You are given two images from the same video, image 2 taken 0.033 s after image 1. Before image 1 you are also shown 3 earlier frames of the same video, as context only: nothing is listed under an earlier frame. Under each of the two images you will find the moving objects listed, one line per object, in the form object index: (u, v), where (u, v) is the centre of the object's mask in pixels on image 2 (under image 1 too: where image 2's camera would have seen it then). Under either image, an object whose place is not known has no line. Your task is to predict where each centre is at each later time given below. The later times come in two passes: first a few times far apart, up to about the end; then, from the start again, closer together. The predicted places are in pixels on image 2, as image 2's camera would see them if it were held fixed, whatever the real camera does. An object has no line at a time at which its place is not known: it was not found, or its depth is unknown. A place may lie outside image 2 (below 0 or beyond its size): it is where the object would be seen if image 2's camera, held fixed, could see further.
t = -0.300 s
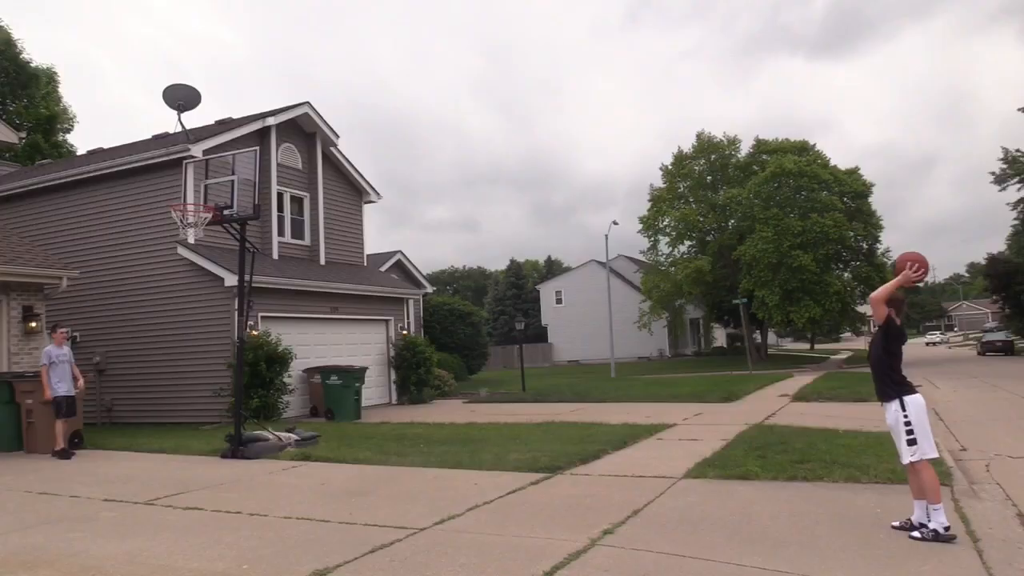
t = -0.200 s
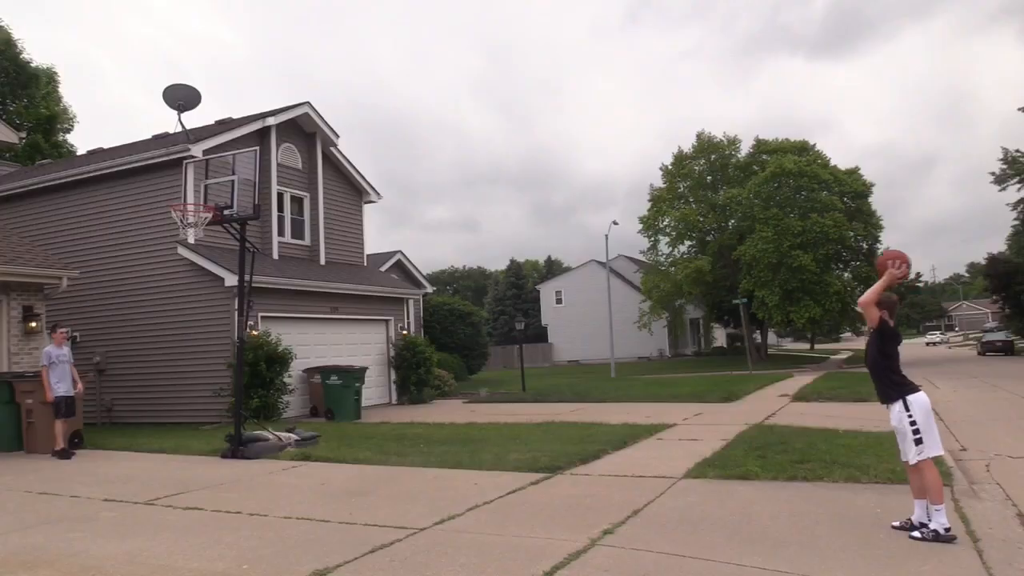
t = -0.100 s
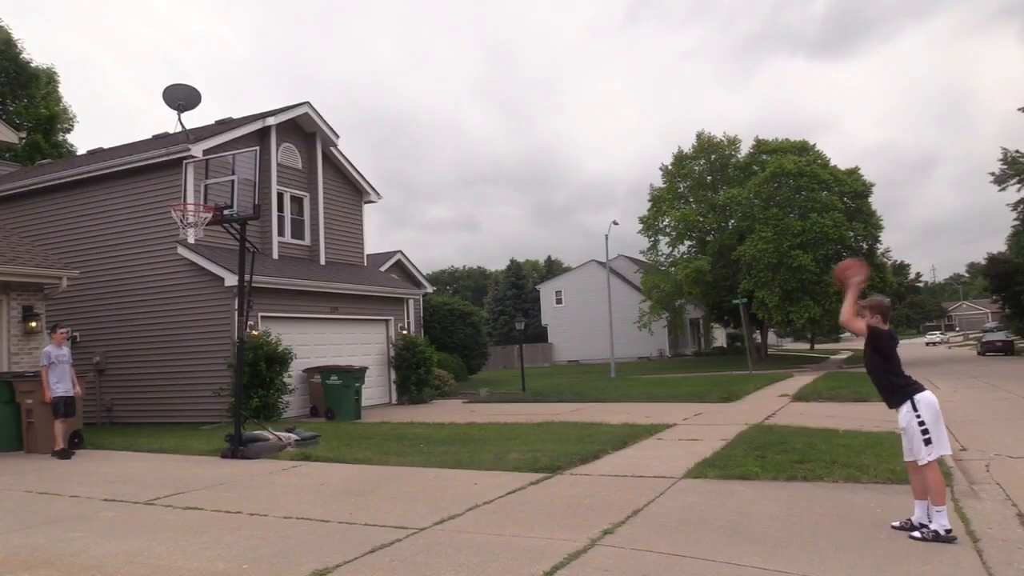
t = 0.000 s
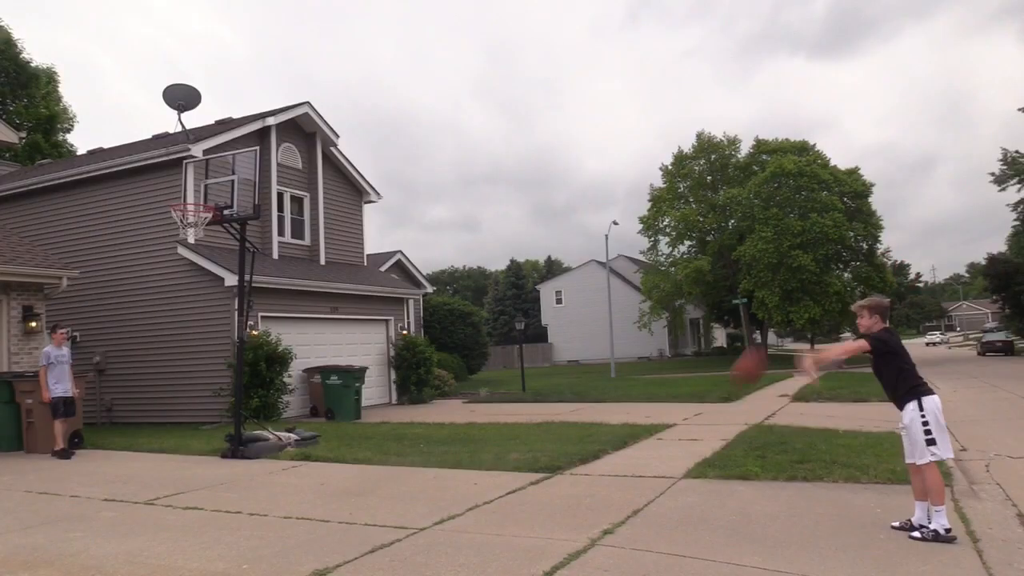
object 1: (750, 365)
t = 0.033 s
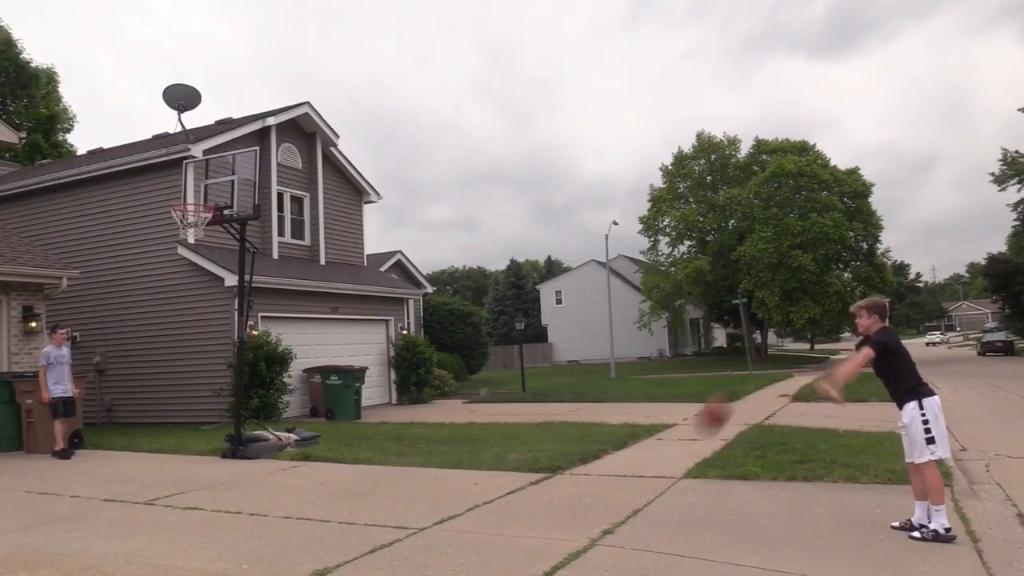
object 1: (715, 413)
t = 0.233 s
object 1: (584, 345)
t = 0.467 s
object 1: (479, 189)
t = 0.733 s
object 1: (381, 104)
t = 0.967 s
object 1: (309, 94)
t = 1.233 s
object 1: (239, 140)
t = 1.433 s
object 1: (192, 210)
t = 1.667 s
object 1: (176, 223)
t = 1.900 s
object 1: (193, 241)
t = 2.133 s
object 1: (219, 296)
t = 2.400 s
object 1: (251, 419)
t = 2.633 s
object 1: (271, 383)
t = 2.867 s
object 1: (288, 321)
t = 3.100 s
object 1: (308, 307)
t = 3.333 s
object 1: (328, 341)
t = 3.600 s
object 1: (354, 437)
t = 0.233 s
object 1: (584, 345)
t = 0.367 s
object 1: (521, 244)
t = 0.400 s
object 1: (507, 225)
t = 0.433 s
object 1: (493, 206)
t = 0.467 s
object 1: (479, 189)
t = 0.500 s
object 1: (466, 174)
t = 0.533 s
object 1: (453, 159)
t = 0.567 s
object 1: (440, 147)
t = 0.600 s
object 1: (428, 136)
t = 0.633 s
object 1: (415, 126)
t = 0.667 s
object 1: (403, 118)
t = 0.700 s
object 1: (392, 111)
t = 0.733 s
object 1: (381, 104)
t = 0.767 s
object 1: (370, 100)
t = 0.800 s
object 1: (359, 96)
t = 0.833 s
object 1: (349, 93)
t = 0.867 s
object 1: (338, 92)
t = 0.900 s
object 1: (329, 92)
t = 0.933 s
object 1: (319, 92)
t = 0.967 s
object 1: (309, 94)
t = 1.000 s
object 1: (300, 96)
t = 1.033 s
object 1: (291, 99)
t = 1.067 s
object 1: (282, 104)
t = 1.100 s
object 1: (272, 110)
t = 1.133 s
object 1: (264, 116)
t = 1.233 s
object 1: (239, 140)
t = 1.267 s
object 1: (231, 150)
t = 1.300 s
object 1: (222, 162)
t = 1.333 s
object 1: (215, 174)
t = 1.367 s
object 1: (208, 185)
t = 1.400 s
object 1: (200, 197)
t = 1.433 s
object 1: (192, 210)
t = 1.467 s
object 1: (187, 217)
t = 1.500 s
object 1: (183, 225)
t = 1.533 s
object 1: (183, 225)
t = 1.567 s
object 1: (178, 220)
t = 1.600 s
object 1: (178, 220)
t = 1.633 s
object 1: (176, 222)
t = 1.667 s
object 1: (176, 223)
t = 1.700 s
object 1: (176, 224)
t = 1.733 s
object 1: (177, 226)
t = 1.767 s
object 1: (179, 229)
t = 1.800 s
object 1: (182, 232)
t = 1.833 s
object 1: (187, 237)
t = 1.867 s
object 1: (190, 238)
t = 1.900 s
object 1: (193, 241)
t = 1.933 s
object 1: (196, 246)
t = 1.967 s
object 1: (200, 252)
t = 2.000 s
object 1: (203, 258)
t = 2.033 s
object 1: (207, 266)
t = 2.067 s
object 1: (211, 276)
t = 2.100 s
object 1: (214, 284)
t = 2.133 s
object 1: (219, 296)
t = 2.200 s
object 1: (226, 321)
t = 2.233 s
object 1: (232, 335)
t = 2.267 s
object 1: (235, 350)
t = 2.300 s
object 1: (239, 366)
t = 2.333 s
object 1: (242, 384)
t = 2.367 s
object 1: (246, 400)
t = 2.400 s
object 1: (251, 419)
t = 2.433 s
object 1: (256, 442)
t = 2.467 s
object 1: (259, 456)
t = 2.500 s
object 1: (261, 442)
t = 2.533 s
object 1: (264, 423)
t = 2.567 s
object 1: (266, 409)
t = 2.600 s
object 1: (268, 396)
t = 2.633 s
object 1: (271, 383)
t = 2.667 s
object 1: (272, 371)
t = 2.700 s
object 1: (275, 360)
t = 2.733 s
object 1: (277, 351)
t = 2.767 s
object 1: (280, 342)
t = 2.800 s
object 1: (283, 335)
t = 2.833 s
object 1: (286, 327)
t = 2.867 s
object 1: (288, 321)
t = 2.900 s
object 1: (290, 317)
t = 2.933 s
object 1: (293, 313)
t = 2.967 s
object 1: (296, 310)
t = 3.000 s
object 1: (299, 308)
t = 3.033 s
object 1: (302, 307)
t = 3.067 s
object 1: (304, 307)
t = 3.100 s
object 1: (308, 307)
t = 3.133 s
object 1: (310, 309)
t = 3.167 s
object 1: (313, 312)
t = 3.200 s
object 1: (316, 316)
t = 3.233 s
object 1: (319, 321)
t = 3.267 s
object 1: (322, 327)
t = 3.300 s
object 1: (325, 334)
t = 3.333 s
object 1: (328, 341)
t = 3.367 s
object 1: (331, 349)
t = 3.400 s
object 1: (334, 359)
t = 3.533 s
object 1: (346, 408)
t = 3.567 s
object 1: (349, 422)
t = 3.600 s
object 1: (354, 437)
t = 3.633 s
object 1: (357, 453)
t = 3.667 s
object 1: (362, 444)
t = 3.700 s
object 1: (366, 432)
